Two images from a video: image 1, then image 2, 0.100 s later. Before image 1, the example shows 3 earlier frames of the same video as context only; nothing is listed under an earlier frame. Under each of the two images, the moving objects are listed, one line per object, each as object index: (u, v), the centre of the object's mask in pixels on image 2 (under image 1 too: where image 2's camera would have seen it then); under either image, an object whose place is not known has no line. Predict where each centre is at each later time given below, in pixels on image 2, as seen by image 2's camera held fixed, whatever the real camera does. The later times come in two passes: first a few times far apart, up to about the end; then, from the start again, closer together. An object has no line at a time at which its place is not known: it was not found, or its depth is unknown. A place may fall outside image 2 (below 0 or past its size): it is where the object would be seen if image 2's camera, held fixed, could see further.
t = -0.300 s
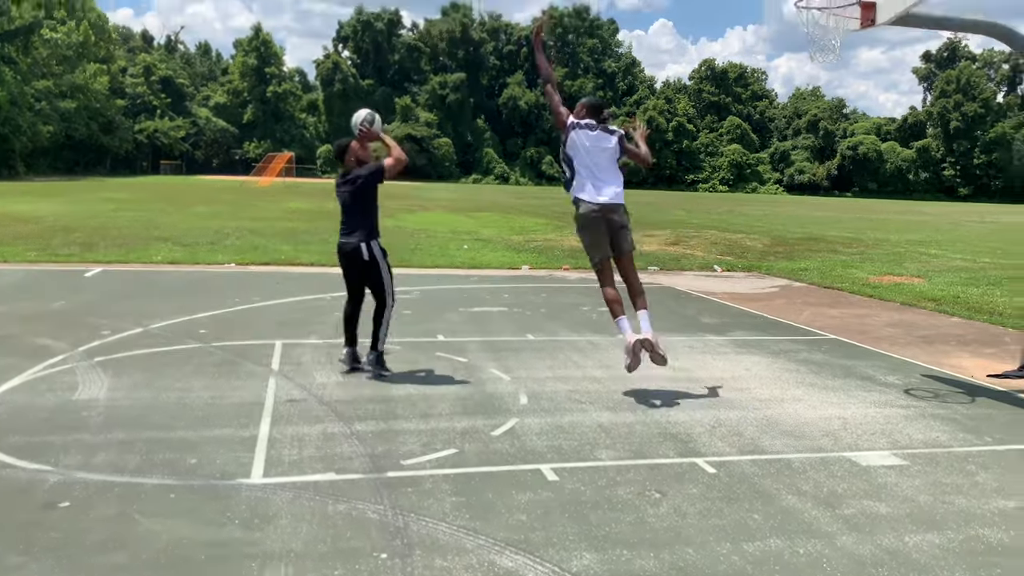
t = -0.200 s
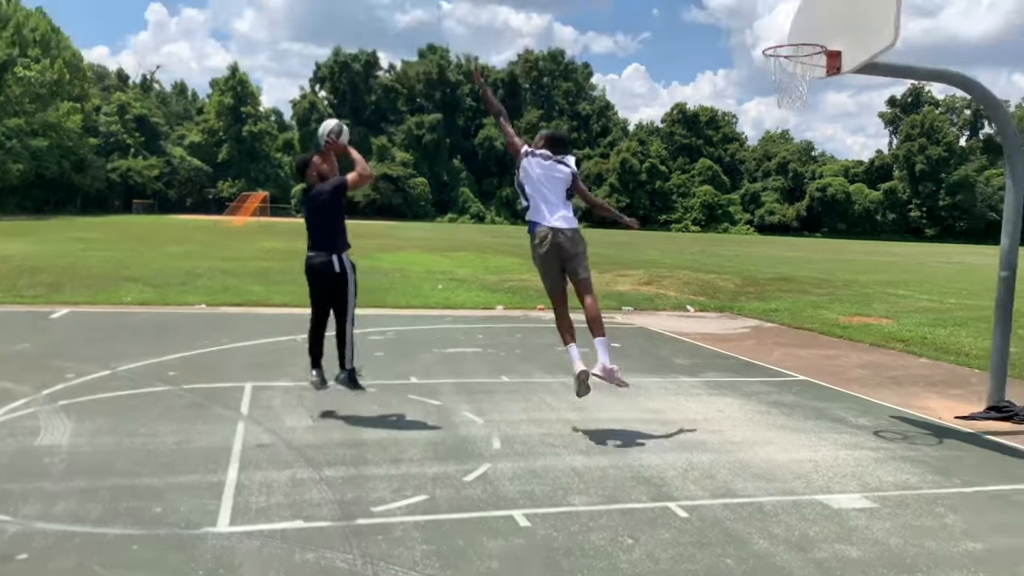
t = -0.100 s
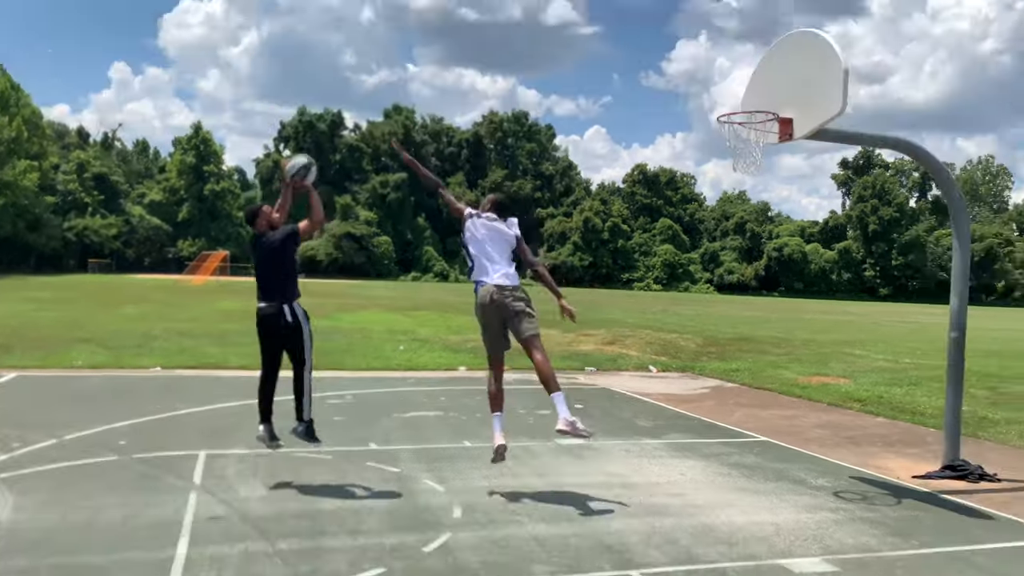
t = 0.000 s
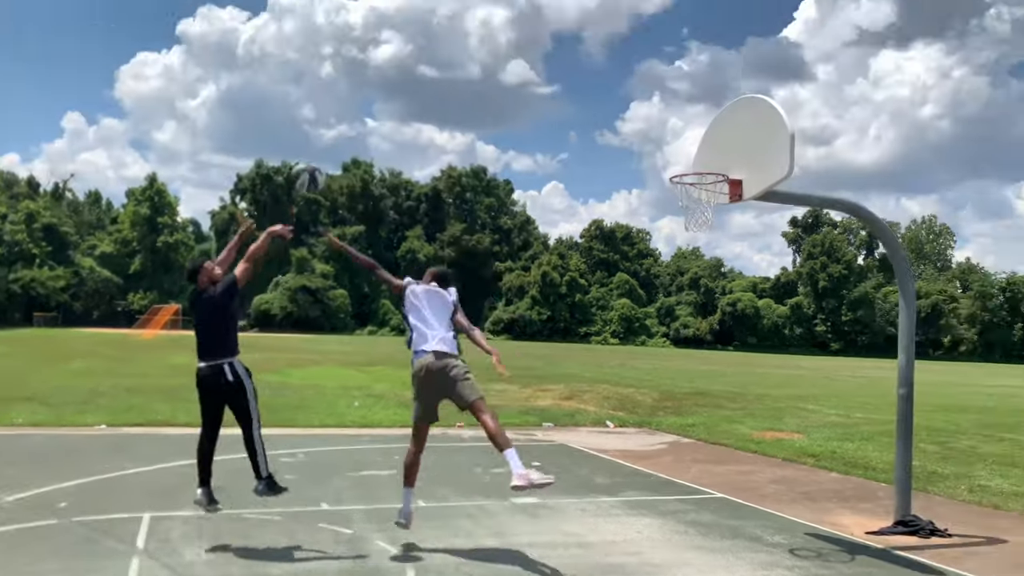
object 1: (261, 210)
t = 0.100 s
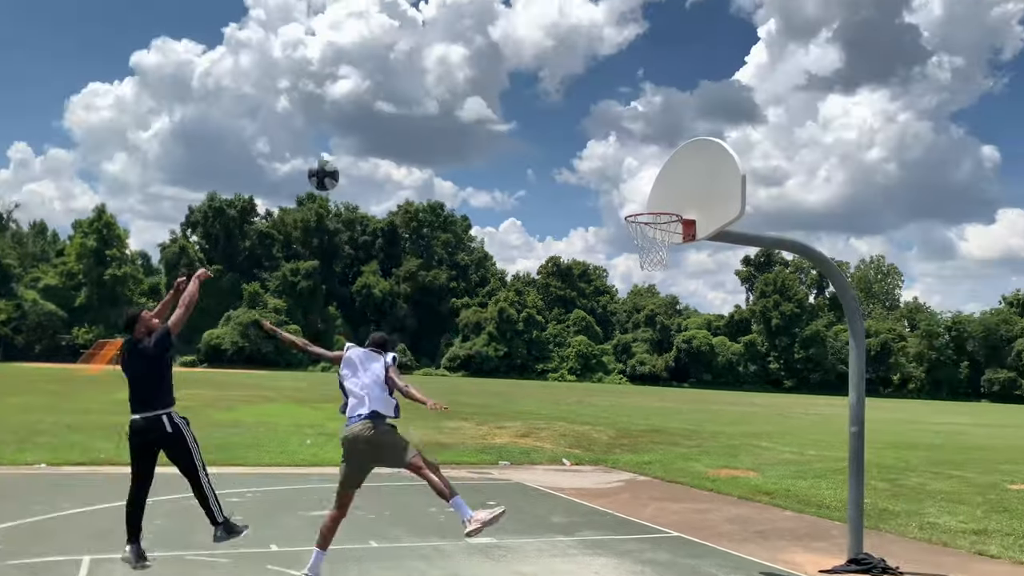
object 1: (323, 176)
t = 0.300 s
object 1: (438, 143)
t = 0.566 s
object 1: (569, 171)
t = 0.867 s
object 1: (635, 167)
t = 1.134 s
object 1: (649, 161)
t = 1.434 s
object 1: (661, 245)
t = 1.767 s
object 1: (661, 367)
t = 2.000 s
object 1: (659, 527)
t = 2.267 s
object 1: (644, 444)
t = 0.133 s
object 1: (343, 166)
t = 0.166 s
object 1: (363, 159)
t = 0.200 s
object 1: (382, 153)
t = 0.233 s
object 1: (401, 149)
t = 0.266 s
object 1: (420, 145)
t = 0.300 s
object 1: (438, 143)
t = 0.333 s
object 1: (456, 142)
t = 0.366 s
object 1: (473, 144)
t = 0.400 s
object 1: (490, 144)
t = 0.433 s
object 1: (505, 147)
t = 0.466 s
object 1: (520, 152)
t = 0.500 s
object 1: (537, 157)
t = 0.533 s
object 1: (553, 163)
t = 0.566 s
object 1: (569, 171)
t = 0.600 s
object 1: (584, 179)
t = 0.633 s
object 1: (599, 188)
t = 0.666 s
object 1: (613, 198)
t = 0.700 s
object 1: (624, 208)
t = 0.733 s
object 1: (627, 198)
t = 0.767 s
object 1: (629, 189)
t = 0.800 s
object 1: (631, 180)
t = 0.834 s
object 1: (633, 173)
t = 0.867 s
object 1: (635, 167)
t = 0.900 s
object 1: (637, 162)
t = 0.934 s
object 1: (639, 158)
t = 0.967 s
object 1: (641, 156)
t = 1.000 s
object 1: (642, 154)
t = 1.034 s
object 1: (644, 154)
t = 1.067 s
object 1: (646, 156)
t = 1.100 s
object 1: (647, 158)
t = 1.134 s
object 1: (649, 161)
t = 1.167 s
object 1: (650, 166)
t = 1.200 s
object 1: (652, 172)
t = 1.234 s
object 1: (653, 179)
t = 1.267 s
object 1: (654, 188)
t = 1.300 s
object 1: (656, 198)
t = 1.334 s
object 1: (657, 209)
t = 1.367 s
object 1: (658, 222)
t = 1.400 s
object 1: (659, 235)
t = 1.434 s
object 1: (661, 245)
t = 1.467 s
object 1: (661, 252)
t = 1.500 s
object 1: (661, 259)
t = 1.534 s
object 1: (661, 270)
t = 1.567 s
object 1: (662, 279)
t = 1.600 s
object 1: (662, 290)
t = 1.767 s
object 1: (661, 367)
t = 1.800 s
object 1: (661, 386)
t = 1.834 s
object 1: (661, 407)
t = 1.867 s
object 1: (661, 428)
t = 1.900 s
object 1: (660, 450)
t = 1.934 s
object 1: (661, 475)
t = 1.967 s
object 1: (660, 500)
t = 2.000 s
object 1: (659, 527)
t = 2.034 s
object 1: (659, 556)
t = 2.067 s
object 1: (657, 553)
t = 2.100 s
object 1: (655, 531)
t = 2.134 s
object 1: (653, 511)
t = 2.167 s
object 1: (650, 492)
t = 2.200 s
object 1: (648, 474)
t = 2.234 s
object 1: (646, 458)
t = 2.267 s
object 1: (644, 444)
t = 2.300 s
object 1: (642, 431)
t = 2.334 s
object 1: (640, 419)
